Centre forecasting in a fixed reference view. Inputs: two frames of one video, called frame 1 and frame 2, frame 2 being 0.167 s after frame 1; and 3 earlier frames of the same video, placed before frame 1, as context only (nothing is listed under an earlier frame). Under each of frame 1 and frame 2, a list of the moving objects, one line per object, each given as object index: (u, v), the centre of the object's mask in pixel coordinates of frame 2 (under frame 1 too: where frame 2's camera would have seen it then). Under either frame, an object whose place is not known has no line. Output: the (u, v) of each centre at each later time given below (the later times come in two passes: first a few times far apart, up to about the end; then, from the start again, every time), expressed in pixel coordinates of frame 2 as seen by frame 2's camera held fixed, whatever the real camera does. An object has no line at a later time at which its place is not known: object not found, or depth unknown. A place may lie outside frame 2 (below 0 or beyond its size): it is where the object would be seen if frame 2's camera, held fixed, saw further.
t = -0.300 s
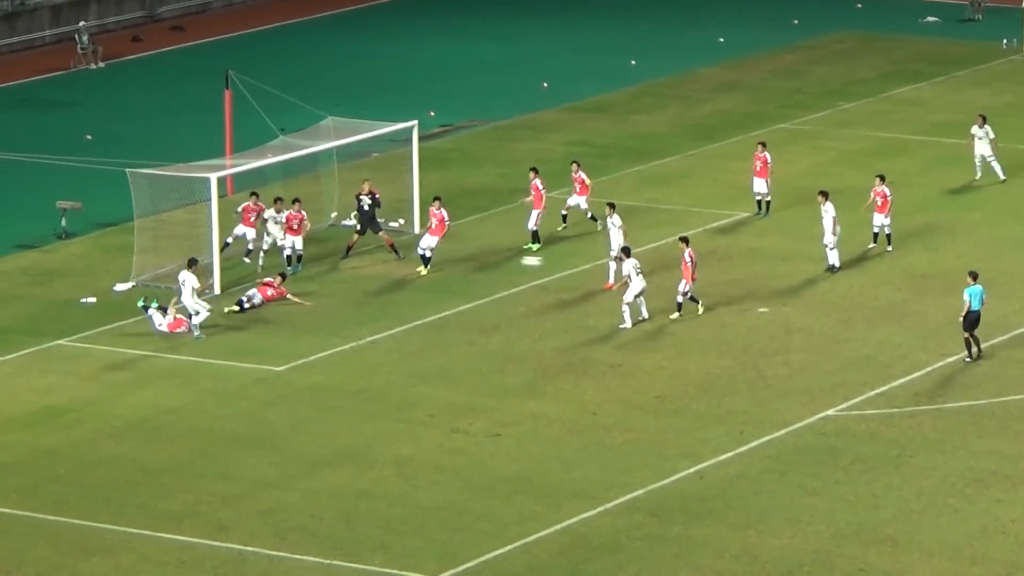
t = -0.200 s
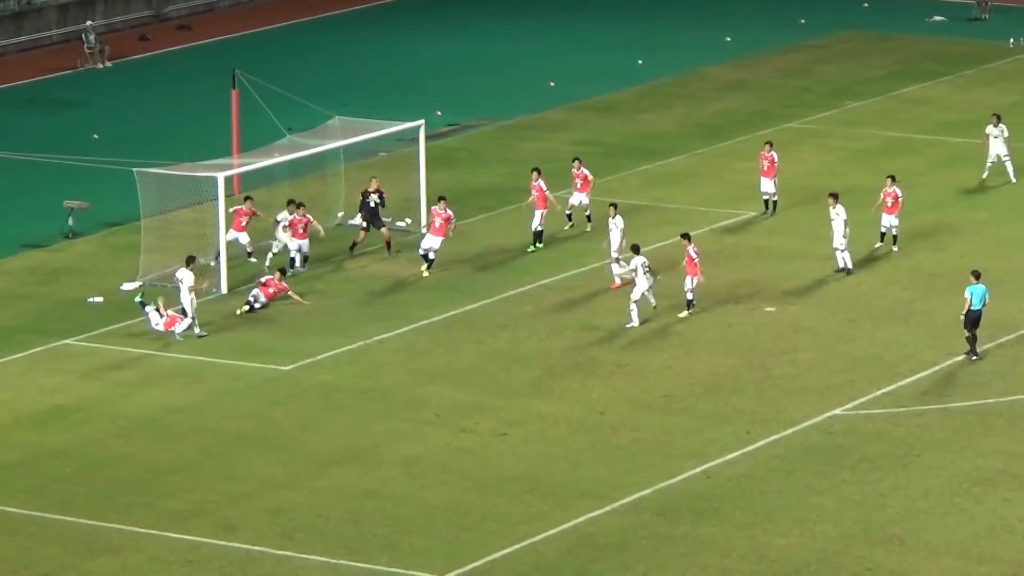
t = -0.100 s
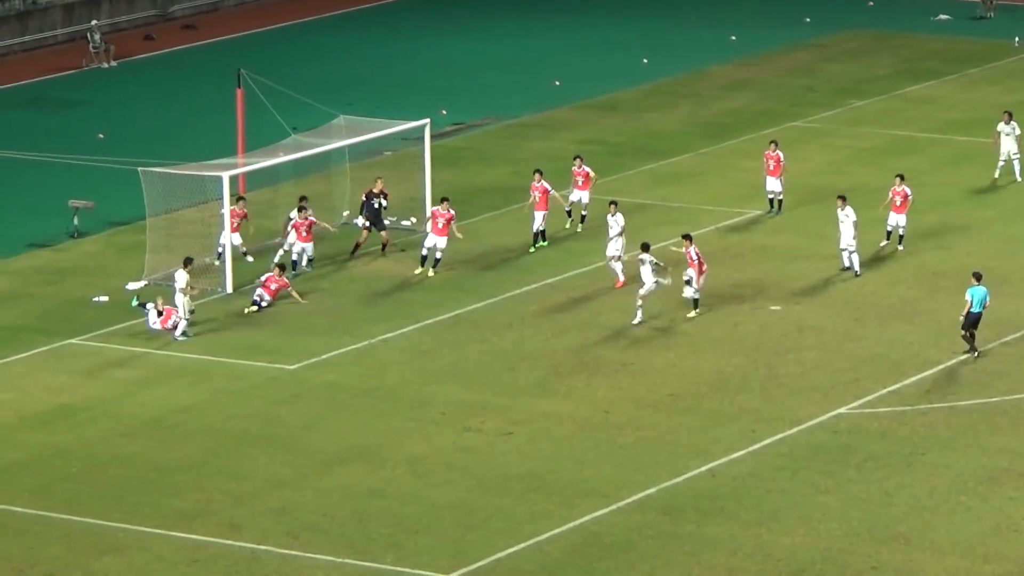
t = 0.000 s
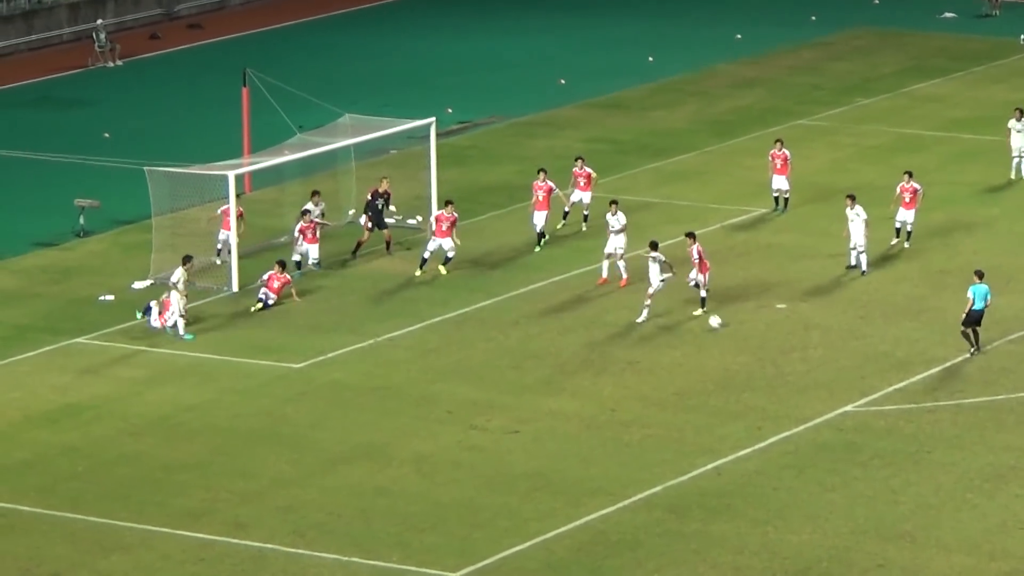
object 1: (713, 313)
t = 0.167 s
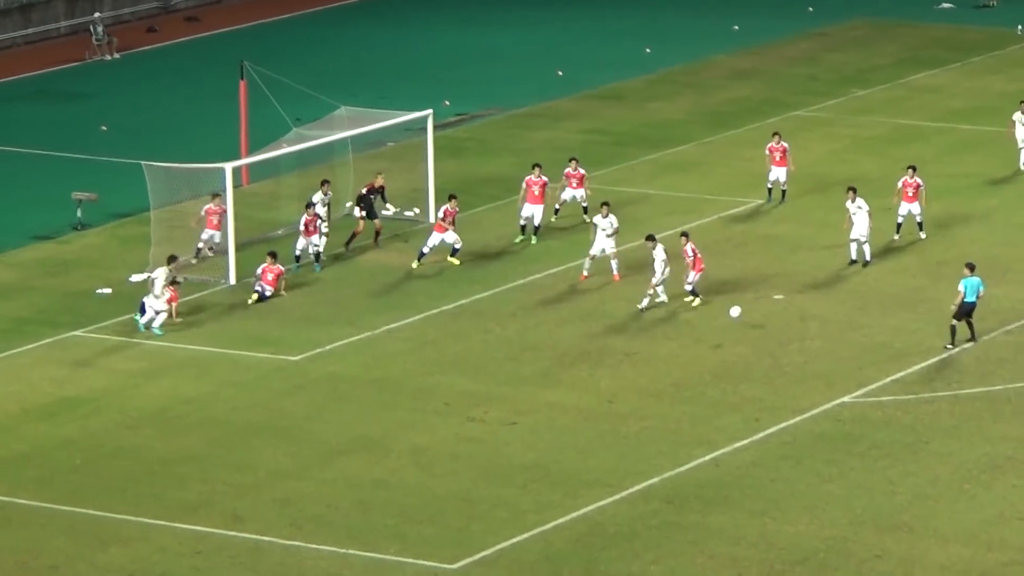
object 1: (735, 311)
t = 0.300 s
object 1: (755, 316)
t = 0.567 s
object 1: (798, 351)
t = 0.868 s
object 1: (837, 377)
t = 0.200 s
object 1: (740, 312)
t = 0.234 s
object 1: (744, 312)
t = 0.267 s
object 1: (749, 314)
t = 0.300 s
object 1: (755, 316)
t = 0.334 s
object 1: (760, 319)
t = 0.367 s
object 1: (765, 322)
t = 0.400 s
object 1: (770, 325)
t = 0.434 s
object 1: (775, 329)
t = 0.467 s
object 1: (781, 334)
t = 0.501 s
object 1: (787, 339)
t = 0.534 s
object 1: (792, 345)
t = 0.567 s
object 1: (798, 351)
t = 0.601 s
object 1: (803, 358)
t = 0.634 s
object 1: (809, 365)
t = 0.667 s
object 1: (815, 374)
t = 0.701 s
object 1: (820, 381)
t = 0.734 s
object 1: (824, 380)
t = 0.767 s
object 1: (827, 378)
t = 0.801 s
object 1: (831, 377)
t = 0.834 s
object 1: (834, 377)
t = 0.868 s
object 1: (837, 377)
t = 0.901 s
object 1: (840, 378)
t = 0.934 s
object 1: (844, 379)
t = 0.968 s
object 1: (848, 381)
